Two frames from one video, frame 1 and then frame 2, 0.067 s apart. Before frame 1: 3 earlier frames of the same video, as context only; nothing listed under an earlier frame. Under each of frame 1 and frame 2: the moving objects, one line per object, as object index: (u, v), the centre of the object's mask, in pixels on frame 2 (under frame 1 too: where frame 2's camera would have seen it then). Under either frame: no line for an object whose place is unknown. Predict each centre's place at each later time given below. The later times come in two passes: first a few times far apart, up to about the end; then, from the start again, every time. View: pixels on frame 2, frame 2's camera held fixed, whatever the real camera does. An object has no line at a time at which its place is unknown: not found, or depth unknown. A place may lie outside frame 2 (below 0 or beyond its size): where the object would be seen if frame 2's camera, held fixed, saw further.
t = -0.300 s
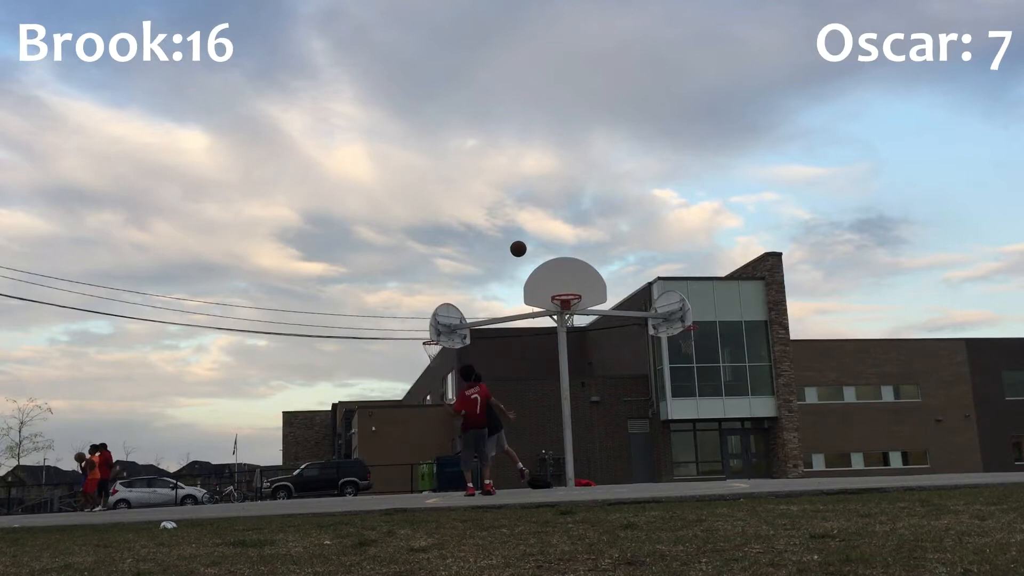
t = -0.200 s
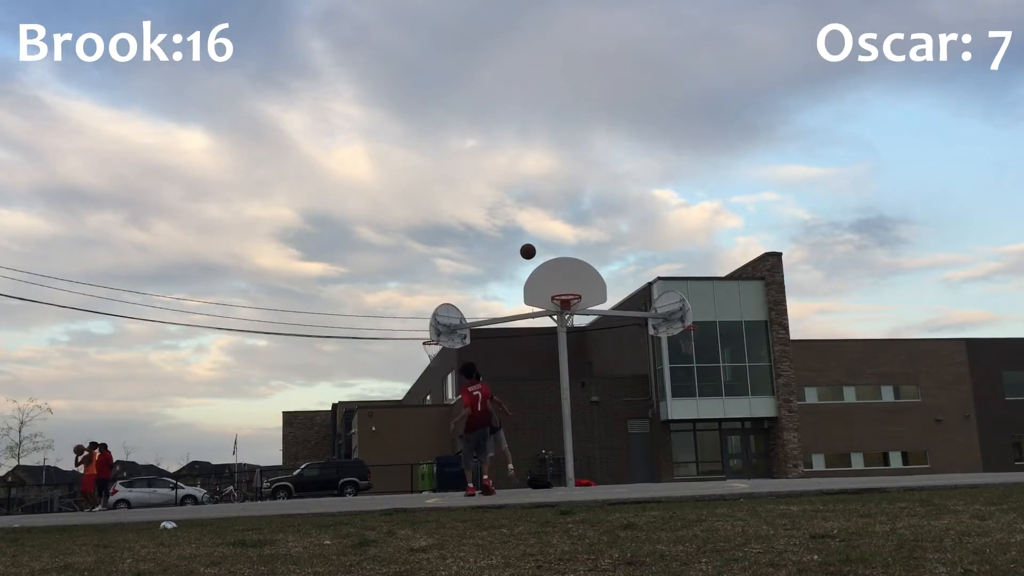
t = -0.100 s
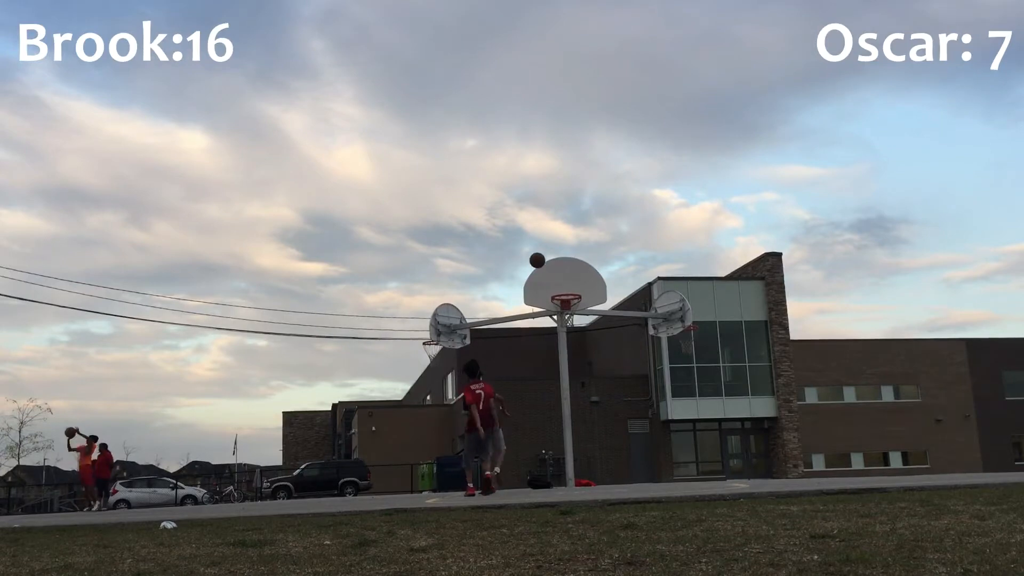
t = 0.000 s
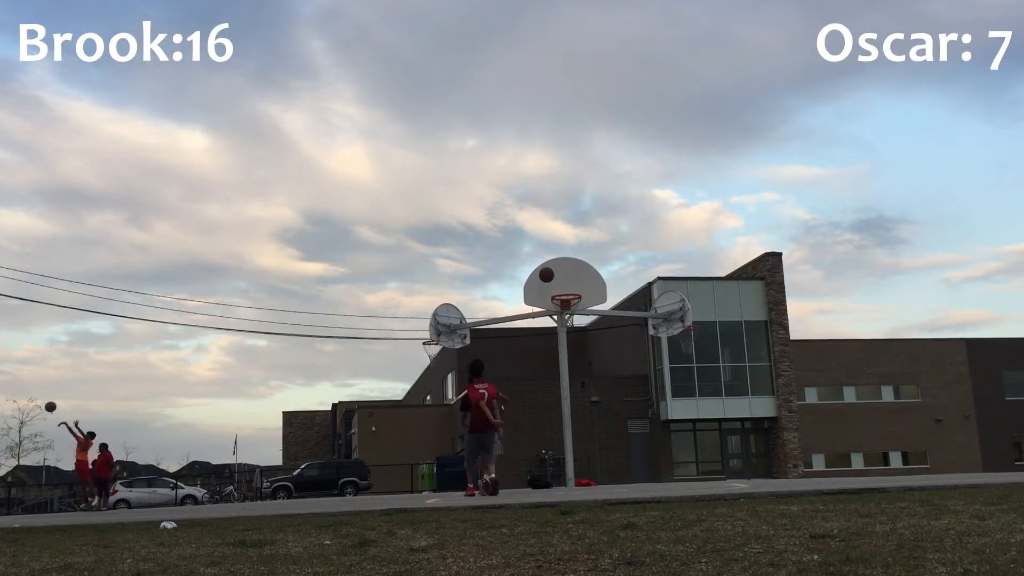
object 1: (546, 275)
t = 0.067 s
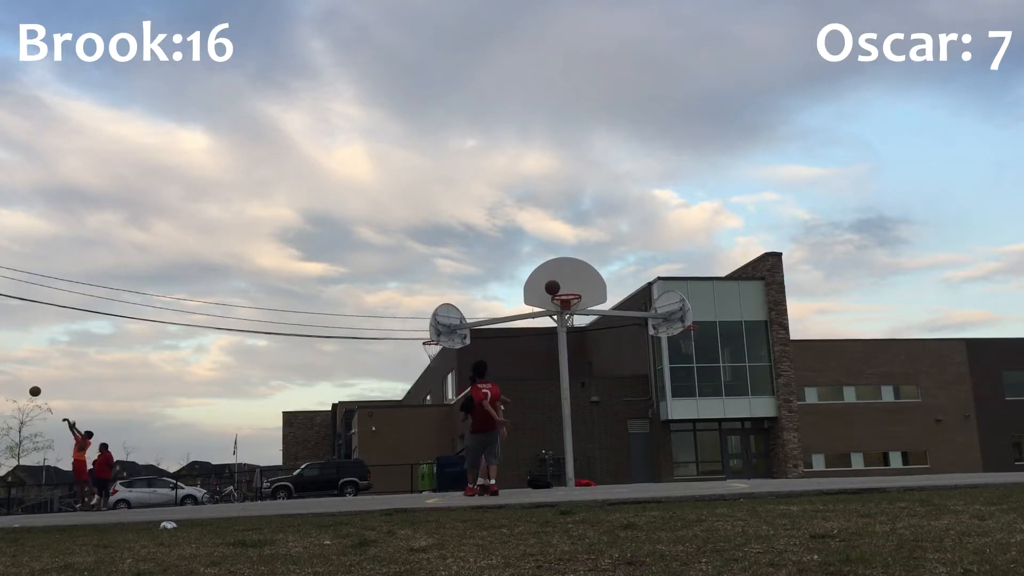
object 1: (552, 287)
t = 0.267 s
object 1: (553, 269)
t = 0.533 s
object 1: (554, 278)
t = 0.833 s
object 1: (554, 282)
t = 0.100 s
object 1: (552, 285)
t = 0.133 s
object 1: (553, 281)
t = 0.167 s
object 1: (553, 277)
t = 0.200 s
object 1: (553, 274)
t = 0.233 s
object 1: (553, 271)
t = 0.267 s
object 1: (553, 269)
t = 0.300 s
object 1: (553, 268)
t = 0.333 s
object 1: (553, 268)
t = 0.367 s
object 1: (553, 268)
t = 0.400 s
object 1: (553, 269)
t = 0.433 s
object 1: (553, 270)
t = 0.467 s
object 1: (554, 272)
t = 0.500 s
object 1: (554, 275)
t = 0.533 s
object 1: (554, 278)
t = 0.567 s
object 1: (554, 282)
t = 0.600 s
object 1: (555, 287)
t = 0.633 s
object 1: (555, 292)
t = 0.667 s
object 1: (555, 289)
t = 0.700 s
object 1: (554, 287)
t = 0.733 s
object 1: (554, 285)
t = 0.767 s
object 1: (554, 283)
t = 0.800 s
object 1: (554, 282)
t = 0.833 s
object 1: (554, 282)
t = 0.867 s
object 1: (554, 282)
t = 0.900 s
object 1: (553, 283)
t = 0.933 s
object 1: (553, 285)
